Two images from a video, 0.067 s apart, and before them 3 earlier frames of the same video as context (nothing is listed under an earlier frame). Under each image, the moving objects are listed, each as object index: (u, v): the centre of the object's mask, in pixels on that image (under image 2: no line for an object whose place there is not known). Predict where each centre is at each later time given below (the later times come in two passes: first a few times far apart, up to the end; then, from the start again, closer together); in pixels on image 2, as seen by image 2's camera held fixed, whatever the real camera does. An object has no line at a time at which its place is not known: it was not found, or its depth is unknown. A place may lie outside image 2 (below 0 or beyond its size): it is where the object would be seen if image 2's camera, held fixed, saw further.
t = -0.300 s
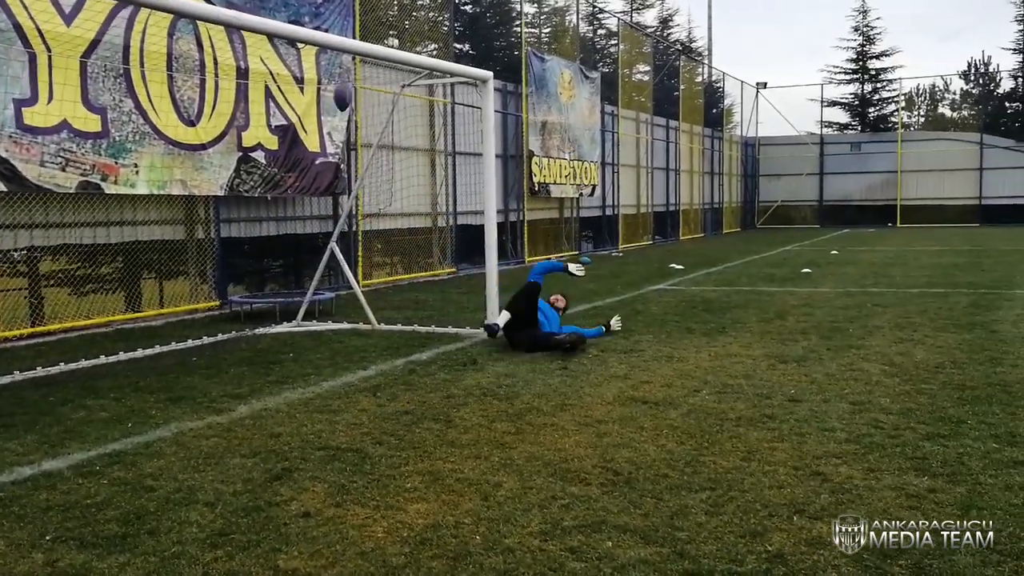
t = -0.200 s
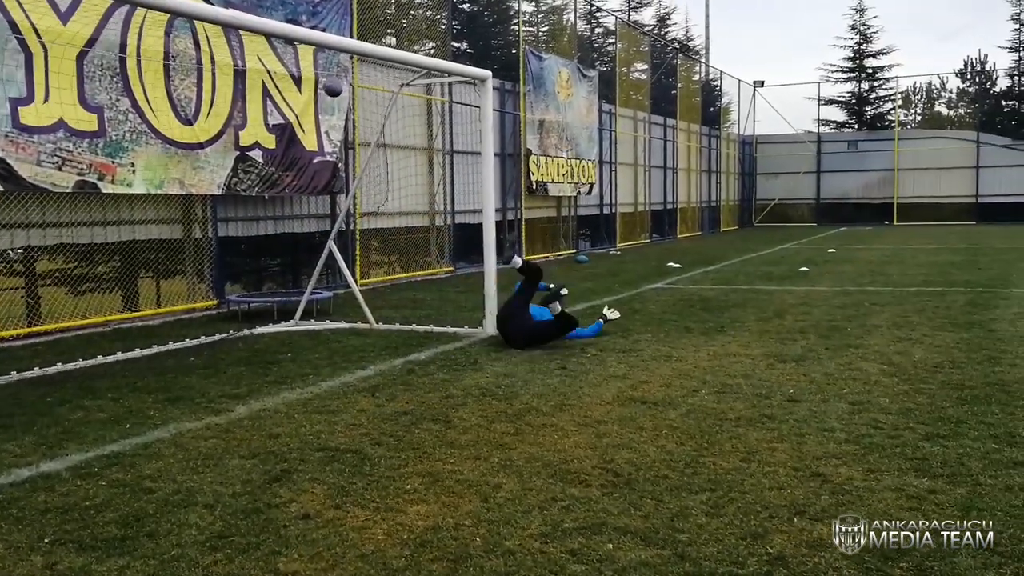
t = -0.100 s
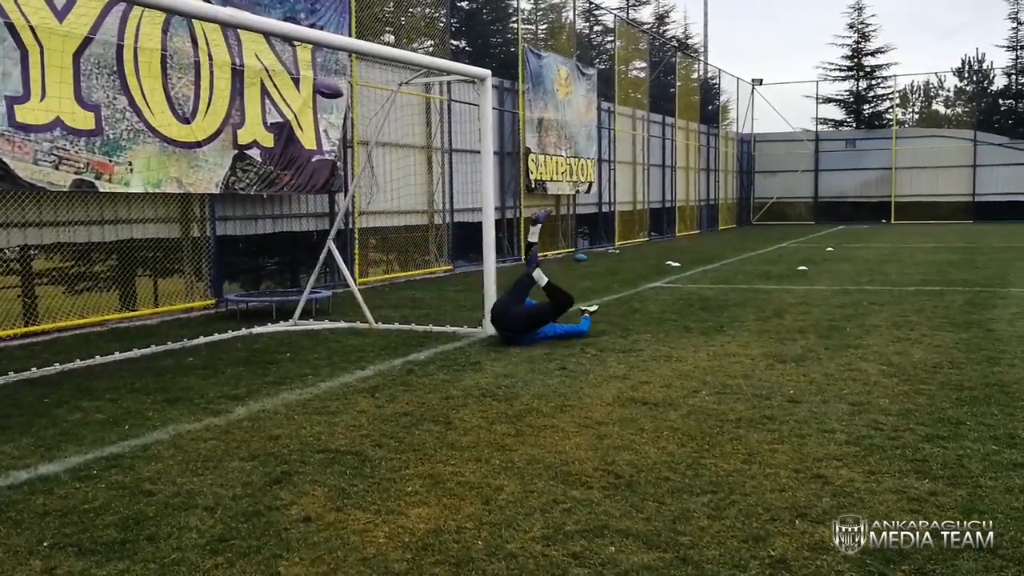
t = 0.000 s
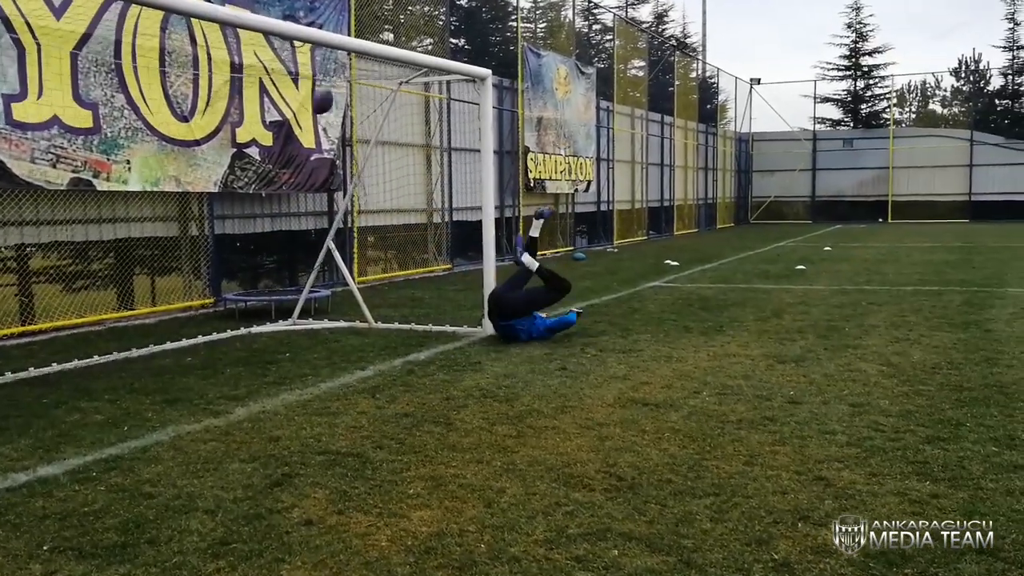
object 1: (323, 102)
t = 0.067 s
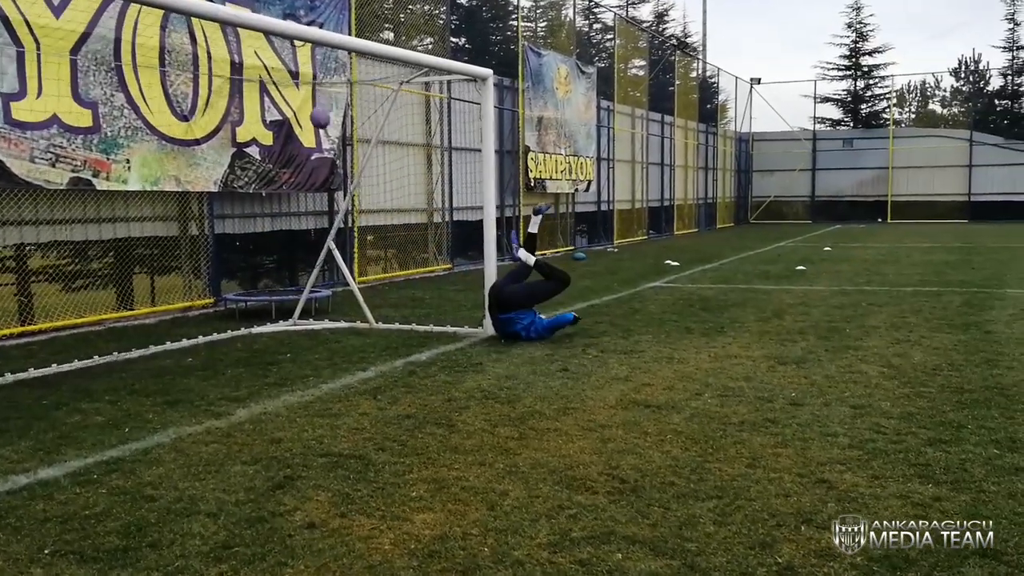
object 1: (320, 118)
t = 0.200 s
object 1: (316, 166)
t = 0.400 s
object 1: (307, 285)
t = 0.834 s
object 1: (180, 345)
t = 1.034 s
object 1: (117, 360)
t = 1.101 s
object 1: (102, 355)
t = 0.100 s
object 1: (319, 127)
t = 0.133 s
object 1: (318, 139)
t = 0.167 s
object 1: (316, 153)
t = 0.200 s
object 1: (316, 166)
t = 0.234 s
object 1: (313, 182)
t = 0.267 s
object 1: (312, 199)
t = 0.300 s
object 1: (311, 219)
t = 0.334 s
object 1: (309, 239)
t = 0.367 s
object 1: (307, 262)
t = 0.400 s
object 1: (307, 285)
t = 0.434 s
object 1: (304, 310)
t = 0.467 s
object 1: (301, 335)
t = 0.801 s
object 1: (194, 339)
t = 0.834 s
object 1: (180, 345)
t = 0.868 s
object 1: (168, 351)
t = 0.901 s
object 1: (155, 359)
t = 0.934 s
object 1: (143, 369)
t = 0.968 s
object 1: (133, 371)
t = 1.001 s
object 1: (124, 364)
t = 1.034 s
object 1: (117, 360)
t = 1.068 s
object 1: (109, 357)
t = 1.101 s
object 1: (102, 355)
